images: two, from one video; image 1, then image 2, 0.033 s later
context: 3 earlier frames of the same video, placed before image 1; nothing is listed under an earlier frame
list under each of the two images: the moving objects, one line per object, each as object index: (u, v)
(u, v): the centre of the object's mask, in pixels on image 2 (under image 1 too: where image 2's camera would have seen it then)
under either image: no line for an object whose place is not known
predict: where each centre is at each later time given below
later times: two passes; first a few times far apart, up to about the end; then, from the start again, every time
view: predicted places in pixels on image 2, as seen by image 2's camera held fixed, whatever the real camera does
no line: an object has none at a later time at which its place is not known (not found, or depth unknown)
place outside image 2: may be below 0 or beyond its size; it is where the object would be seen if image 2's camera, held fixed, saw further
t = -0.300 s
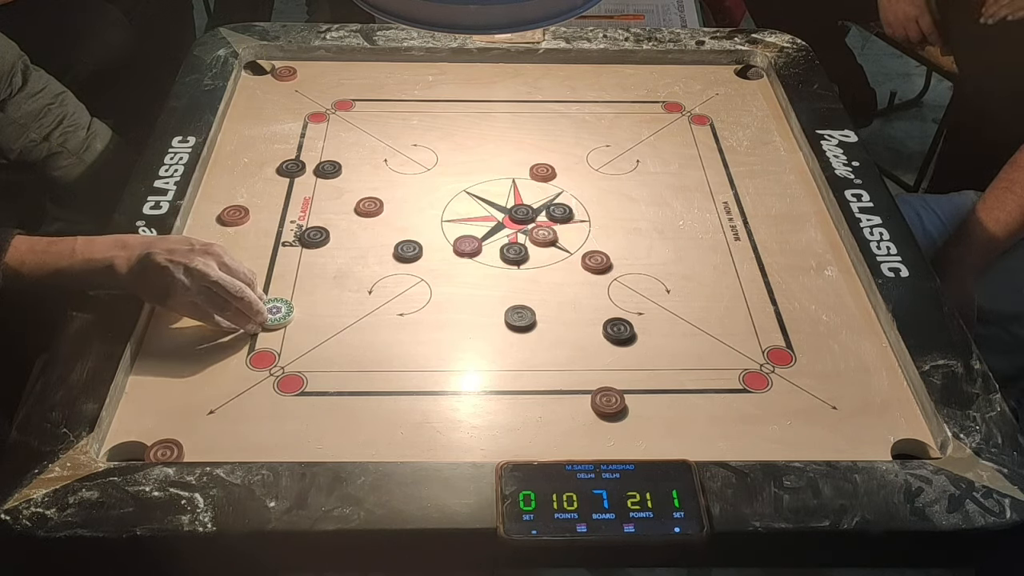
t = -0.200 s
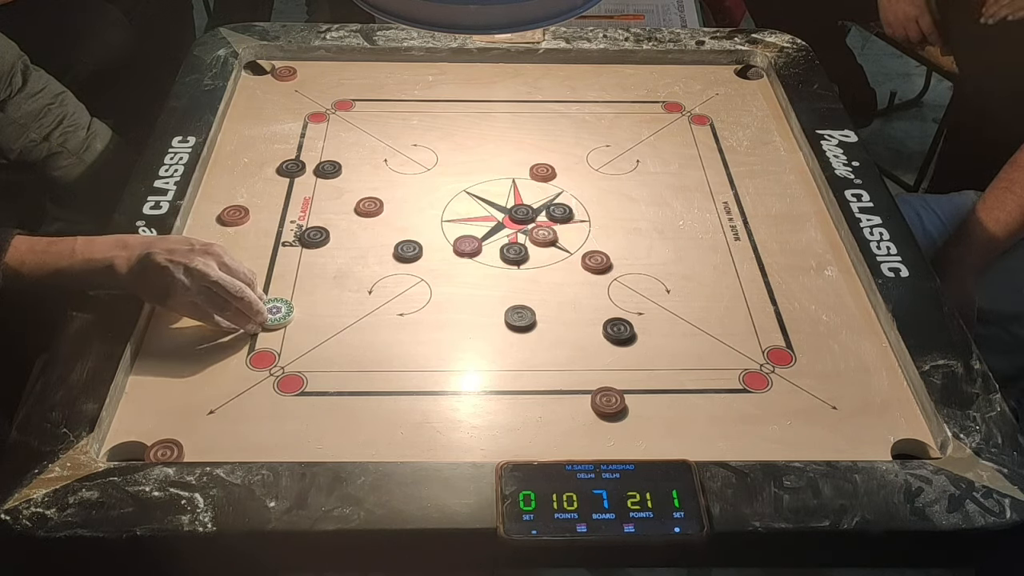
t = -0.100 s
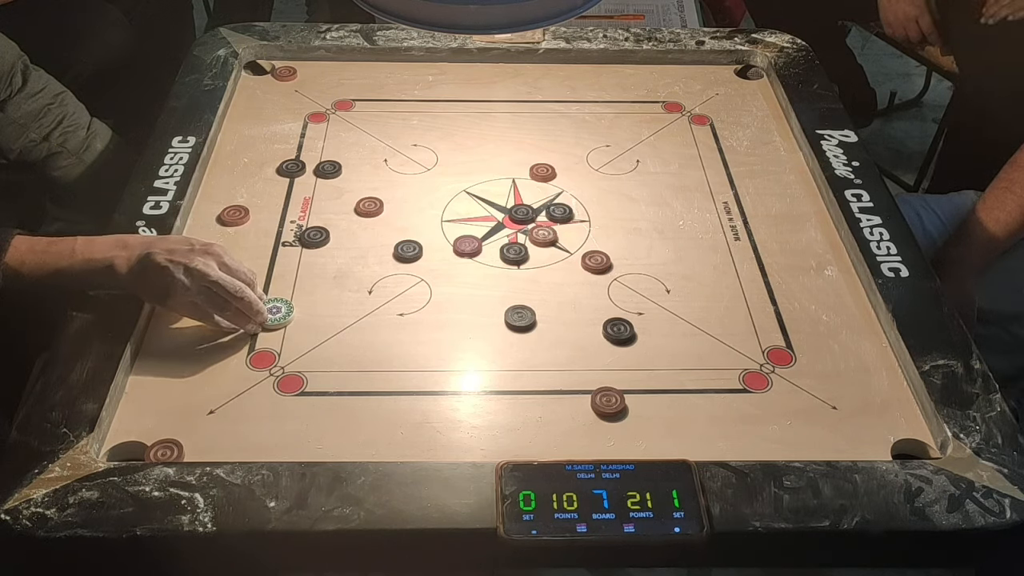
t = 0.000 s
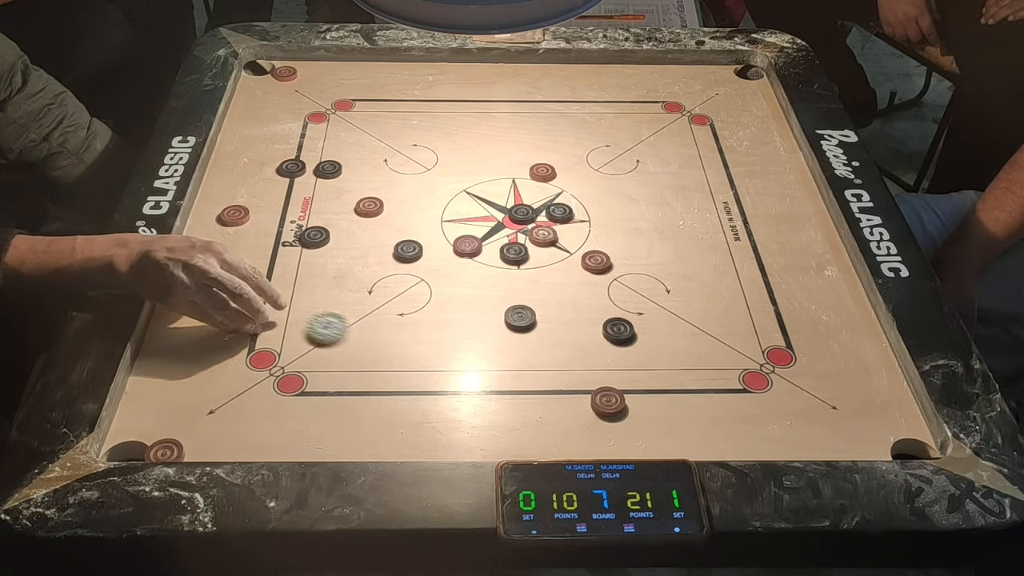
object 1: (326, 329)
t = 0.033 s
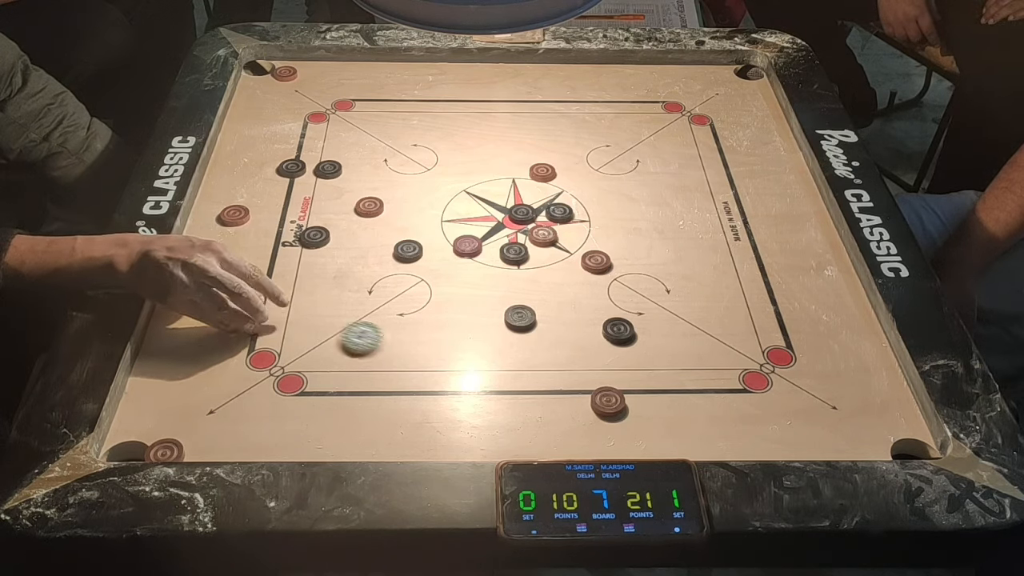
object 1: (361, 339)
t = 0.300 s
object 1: (586, 401)
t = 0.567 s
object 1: (632, 414)
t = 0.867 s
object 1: (632, 414)
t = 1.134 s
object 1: (632, 414)
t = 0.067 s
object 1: (395, 348)
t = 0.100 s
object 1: (427, 357)
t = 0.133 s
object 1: (459, 366)
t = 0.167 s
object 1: (491, 375)
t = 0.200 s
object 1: (521, 383)
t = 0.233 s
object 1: (551, 391)
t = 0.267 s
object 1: (574, 398)
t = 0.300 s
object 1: (586, 401)
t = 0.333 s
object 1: (597, 405)
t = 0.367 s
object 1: (606, 407)
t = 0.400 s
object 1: (615, 410)
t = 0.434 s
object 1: (621, 411)
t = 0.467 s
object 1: (626, 413)
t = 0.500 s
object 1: (629, 414)
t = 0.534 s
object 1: (631, 414)
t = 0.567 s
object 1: (632, 414)
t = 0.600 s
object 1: (632, 414)
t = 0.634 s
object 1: (632, 414)
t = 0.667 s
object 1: (632, 414)
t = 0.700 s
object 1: (632, 414)
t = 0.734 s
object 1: (632, 414)
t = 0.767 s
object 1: (632, 414)
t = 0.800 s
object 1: (632, 414)
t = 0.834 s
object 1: (632, 414)
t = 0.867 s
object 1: (632, 414)
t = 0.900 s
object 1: (632, 414)
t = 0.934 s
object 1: (632, 414)
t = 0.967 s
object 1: (632, 414)
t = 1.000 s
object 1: (632, 414)
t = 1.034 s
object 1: (632, 414)
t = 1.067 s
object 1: (632, 414)
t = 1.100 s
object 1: (632, 415)
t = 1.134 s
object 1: (632, 414)
